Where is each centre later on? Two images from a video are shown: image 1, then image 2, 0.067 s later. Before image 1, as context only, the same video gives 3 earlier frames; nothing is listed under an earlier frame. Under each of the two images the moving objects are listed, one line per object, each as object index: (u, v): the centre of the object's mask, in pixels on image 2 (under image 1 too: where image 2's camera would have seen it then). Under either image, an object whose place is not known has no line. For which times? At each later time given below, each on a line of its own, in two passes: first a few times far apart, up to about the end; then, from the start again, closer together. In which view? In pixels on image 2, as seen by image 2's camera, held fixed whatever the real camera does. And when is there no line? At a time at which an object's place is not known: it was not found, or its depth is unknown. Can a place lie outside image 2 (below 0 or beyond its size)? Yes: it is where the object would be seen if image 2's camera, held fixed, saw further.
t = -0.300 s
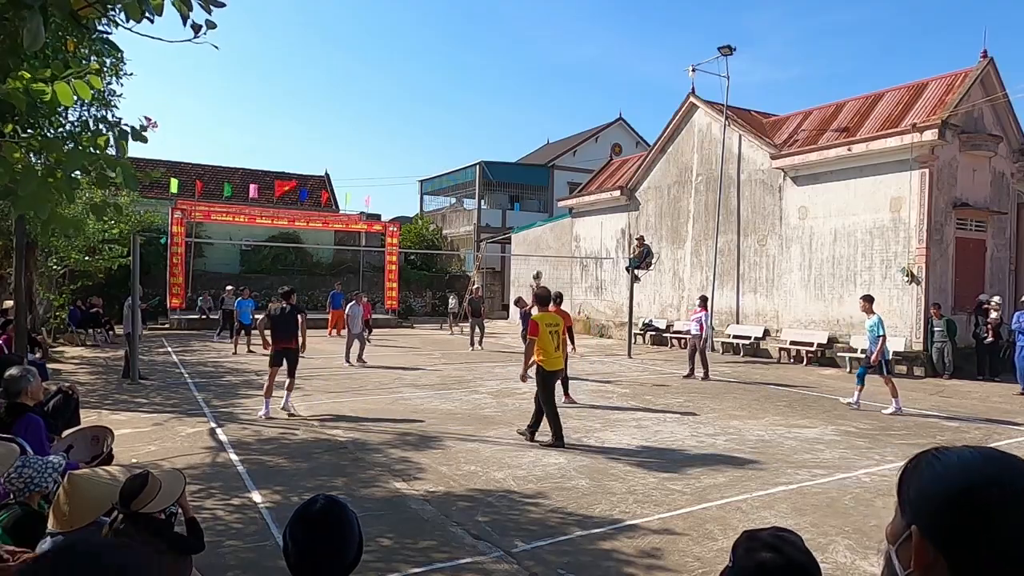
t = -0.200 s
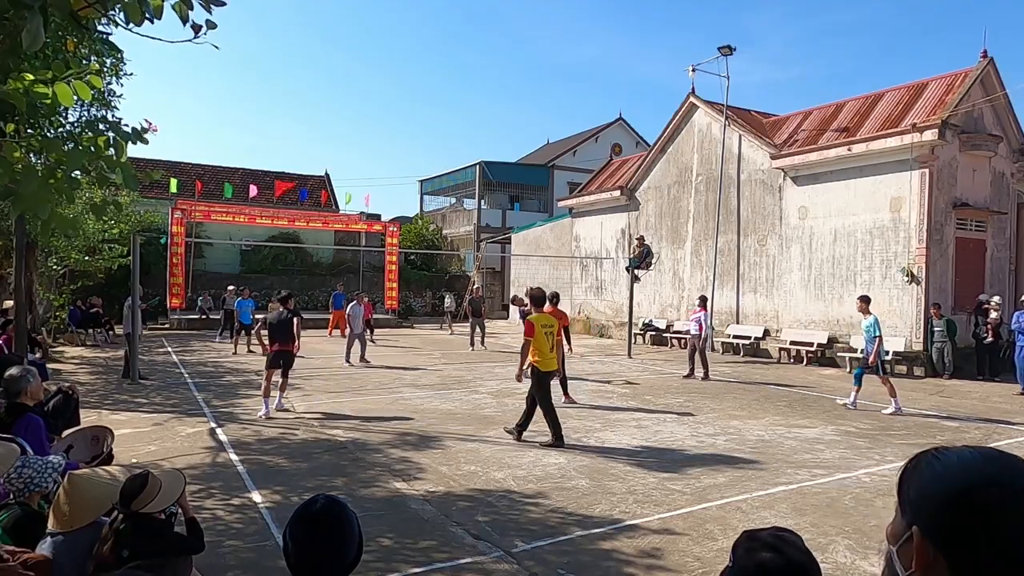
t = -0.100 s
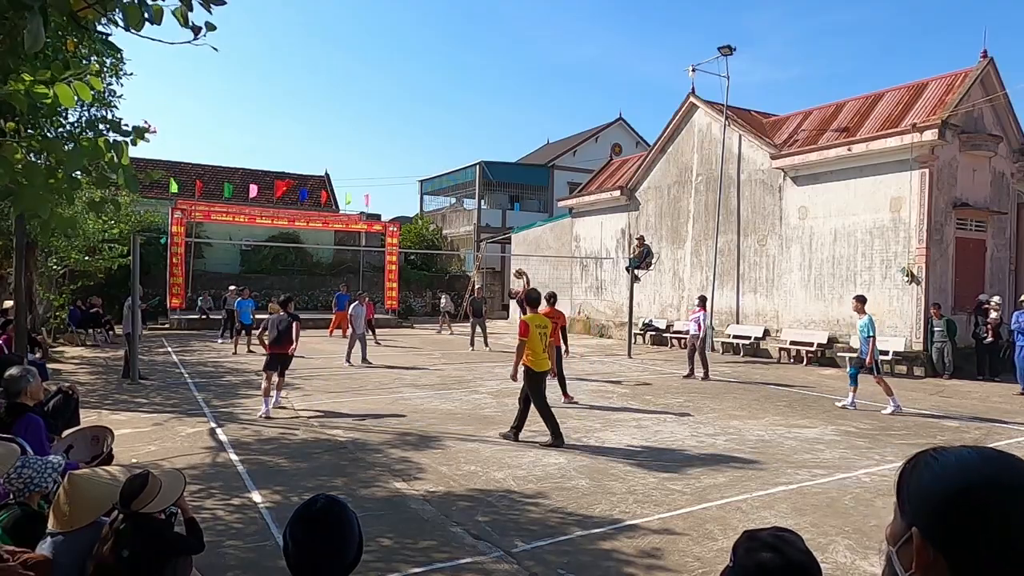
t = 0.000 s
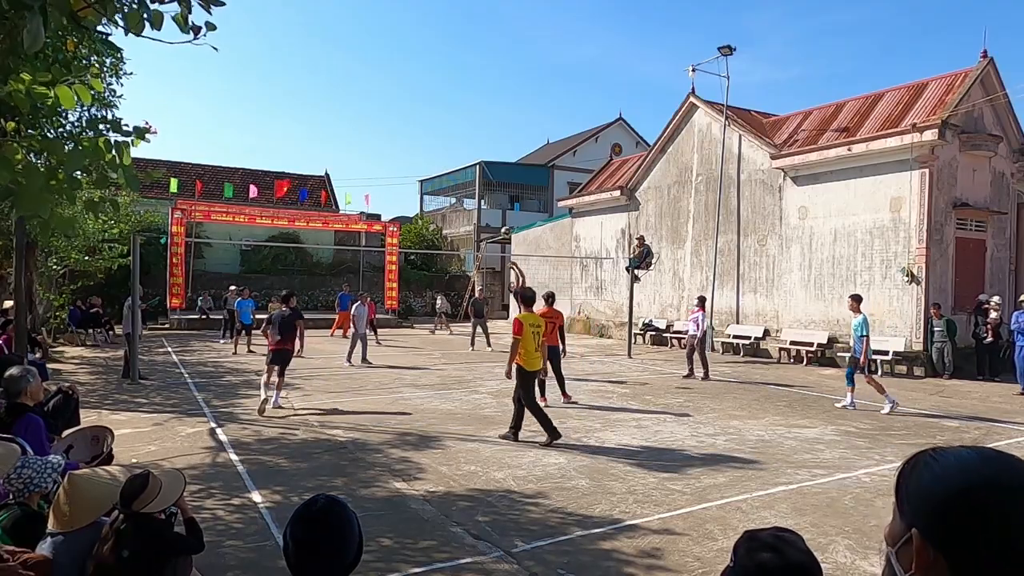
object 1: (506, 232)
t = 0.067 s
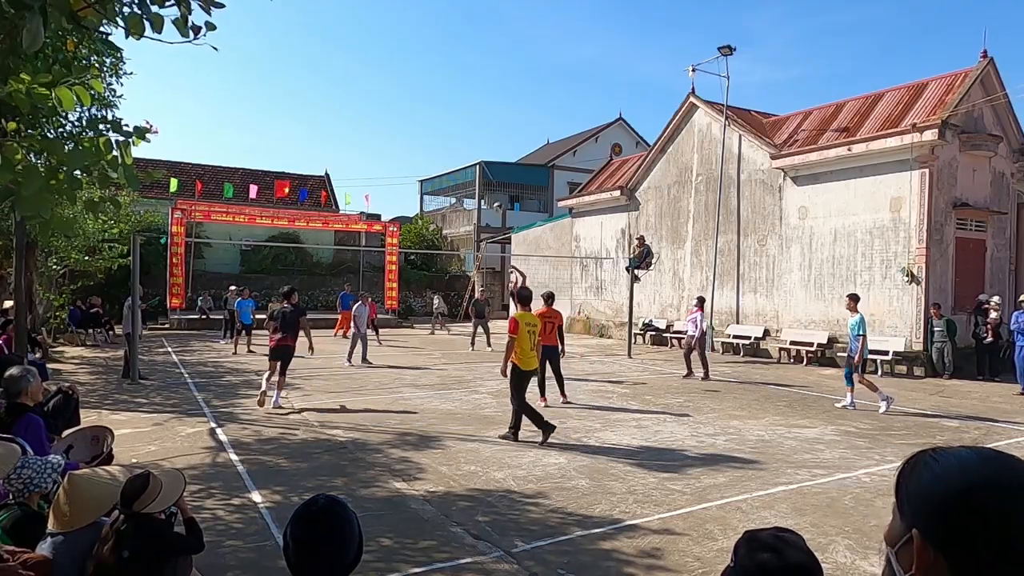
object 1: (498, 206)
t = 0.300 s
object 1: (472, 138)
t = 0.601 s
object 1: (438, 90)
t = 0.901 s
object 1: (400, 91)
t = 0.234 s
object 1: (480, 155)
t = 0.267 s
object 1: (476, 146)
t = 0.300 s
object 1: (472, 138)
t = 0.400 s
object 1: (461, 117)
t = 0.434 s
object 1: (457, 111)
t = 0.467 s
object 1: (453, 105)
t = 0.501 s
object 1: (449, 100)
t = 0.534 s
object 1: (445, 96)
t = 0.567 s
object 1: (441, 93)
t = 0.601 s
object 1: (438, 90)
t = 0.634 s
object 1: (433, 87)
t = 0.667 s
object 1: (429, 86)
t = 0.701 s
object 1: (425, 85)
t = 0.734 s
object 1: (421, 84)
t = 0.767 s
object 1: (417, 84)
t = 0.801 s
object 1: (413, 85)
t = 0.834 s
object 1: (409, 86)
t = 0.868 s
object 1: (405, 89)
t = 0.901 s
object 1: (400, 91)
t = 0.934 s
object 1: (396, 94)
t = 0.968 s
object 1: (392, 98)
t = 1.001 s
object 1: (388, 102)
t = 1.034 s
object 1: (384, 107)
